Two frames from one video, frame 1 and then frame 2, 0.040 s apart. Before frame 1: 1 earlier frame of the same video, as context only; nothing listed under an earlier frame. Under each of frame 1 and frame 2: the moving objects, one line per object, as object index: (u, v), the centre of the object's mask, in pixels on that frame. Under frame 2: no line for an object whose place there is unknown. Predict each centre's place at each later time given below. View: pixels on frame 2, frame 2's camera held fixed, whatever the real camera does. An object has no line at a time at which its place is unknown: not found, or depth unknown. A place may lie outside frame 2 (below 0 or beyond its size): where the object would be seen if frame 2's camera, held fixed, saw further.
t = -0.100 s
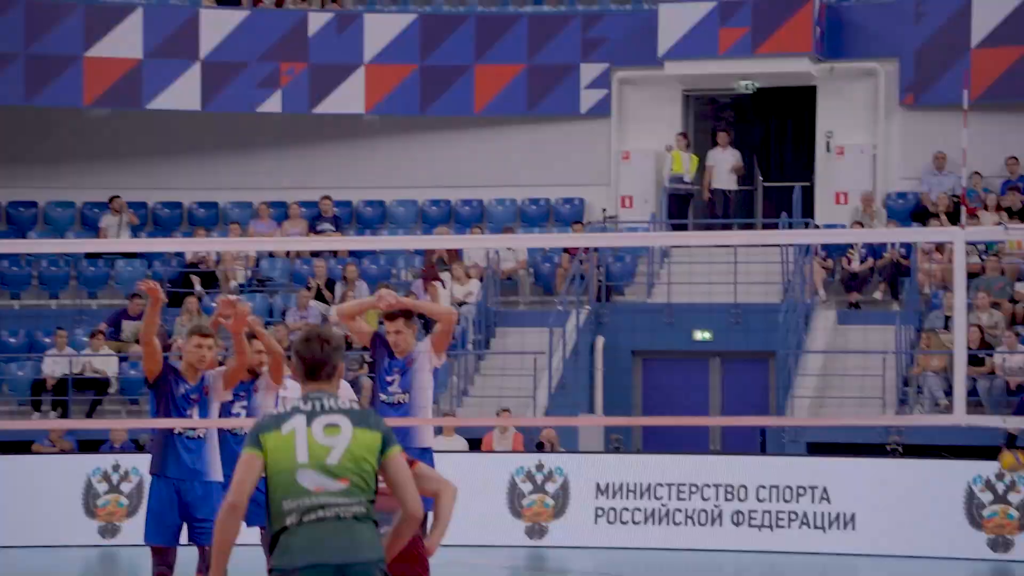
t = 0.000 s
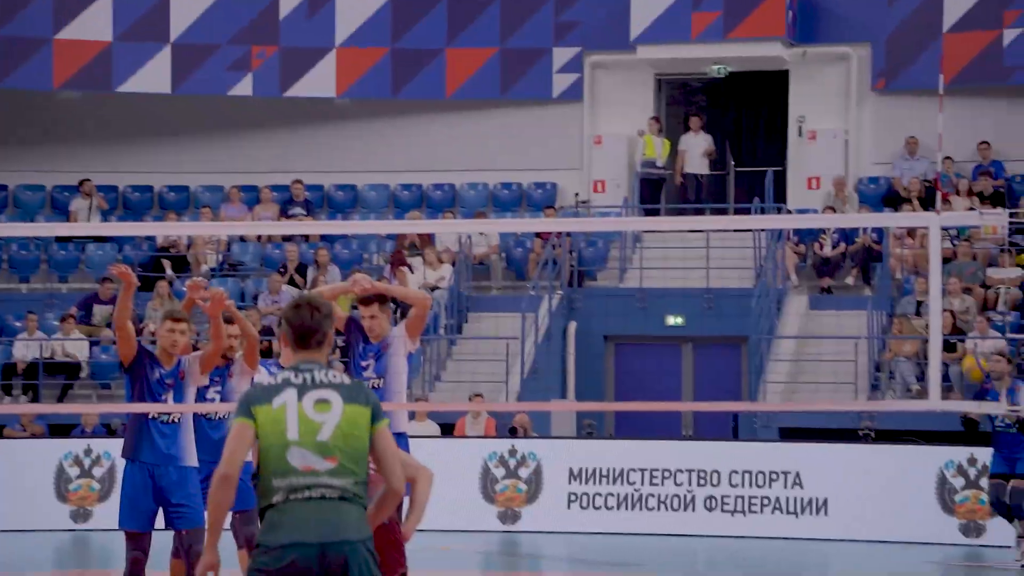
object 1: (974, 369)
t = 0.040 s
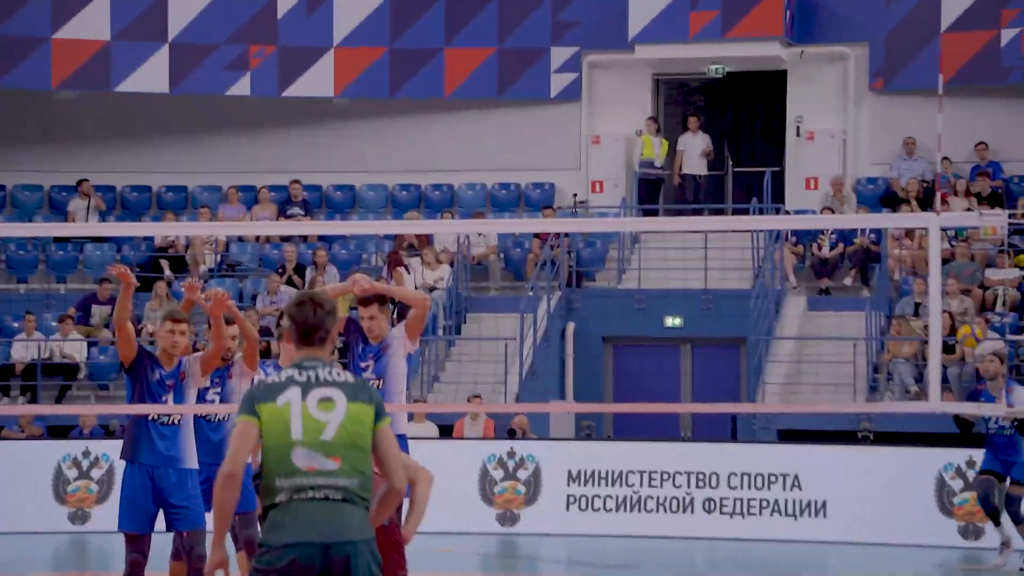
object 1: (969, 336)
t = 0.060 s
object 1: (968, 320)
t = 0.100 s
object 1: (966, 290)
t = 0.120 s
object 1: (965, 277)
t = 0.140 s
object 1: (964, 263)
